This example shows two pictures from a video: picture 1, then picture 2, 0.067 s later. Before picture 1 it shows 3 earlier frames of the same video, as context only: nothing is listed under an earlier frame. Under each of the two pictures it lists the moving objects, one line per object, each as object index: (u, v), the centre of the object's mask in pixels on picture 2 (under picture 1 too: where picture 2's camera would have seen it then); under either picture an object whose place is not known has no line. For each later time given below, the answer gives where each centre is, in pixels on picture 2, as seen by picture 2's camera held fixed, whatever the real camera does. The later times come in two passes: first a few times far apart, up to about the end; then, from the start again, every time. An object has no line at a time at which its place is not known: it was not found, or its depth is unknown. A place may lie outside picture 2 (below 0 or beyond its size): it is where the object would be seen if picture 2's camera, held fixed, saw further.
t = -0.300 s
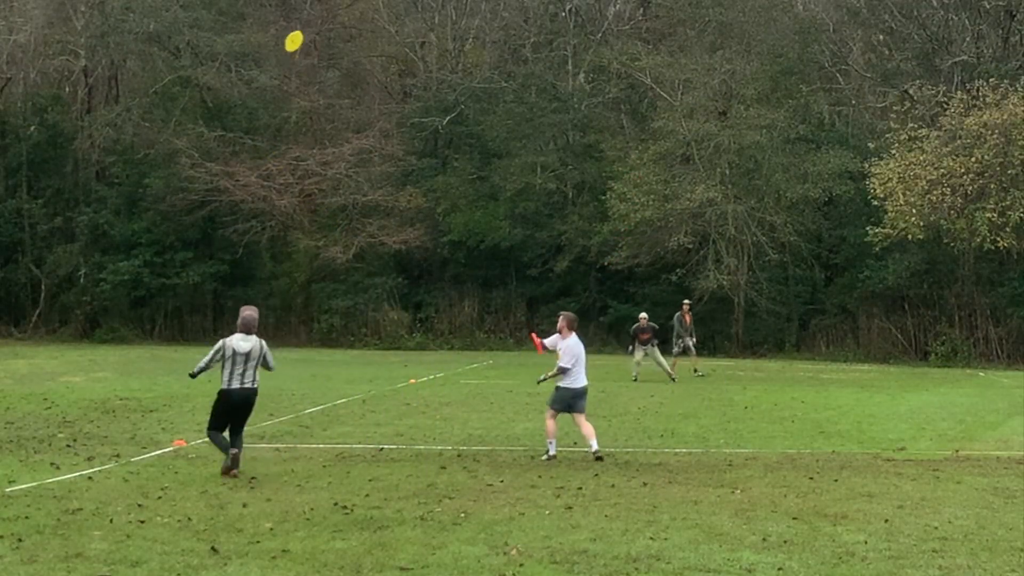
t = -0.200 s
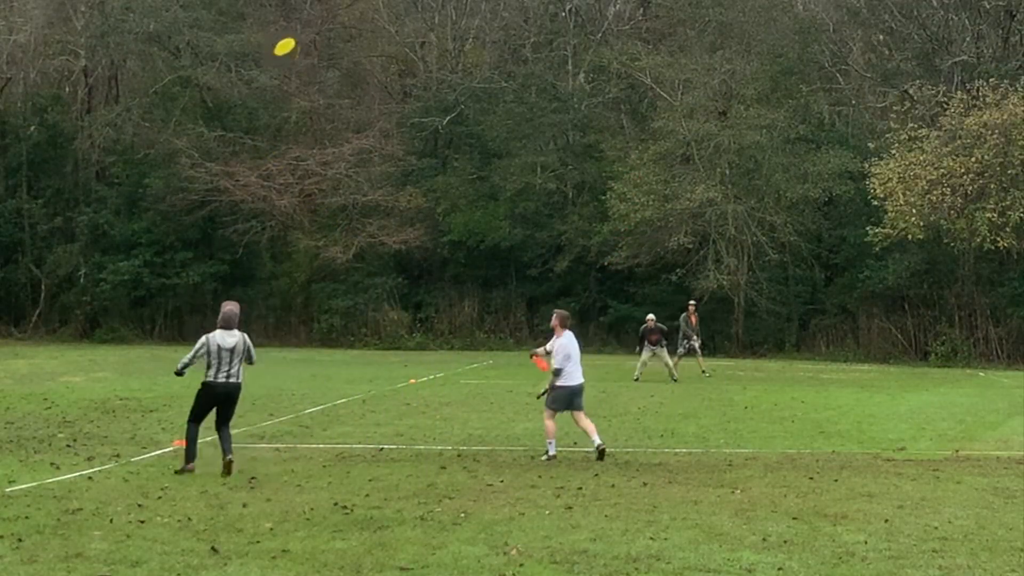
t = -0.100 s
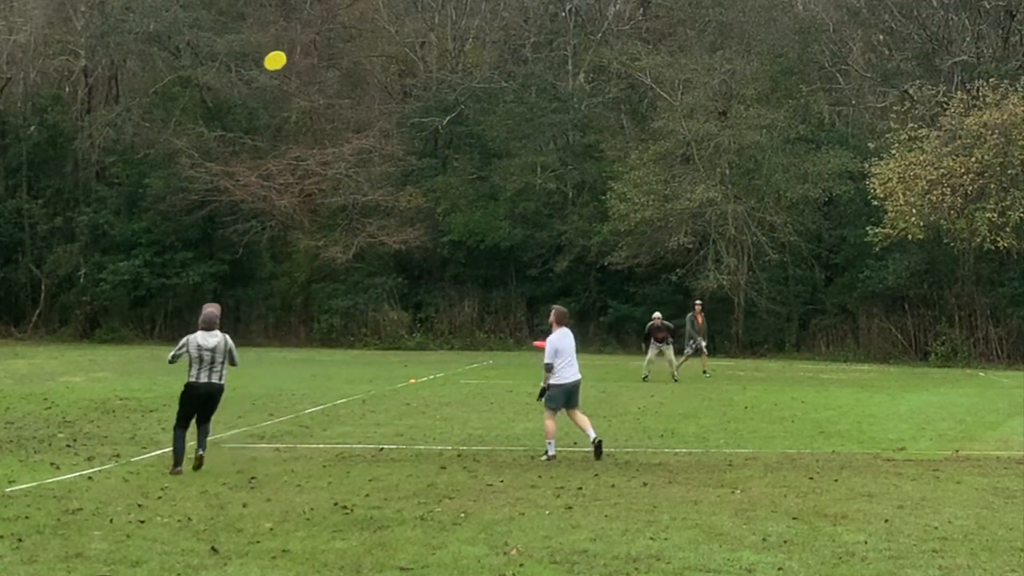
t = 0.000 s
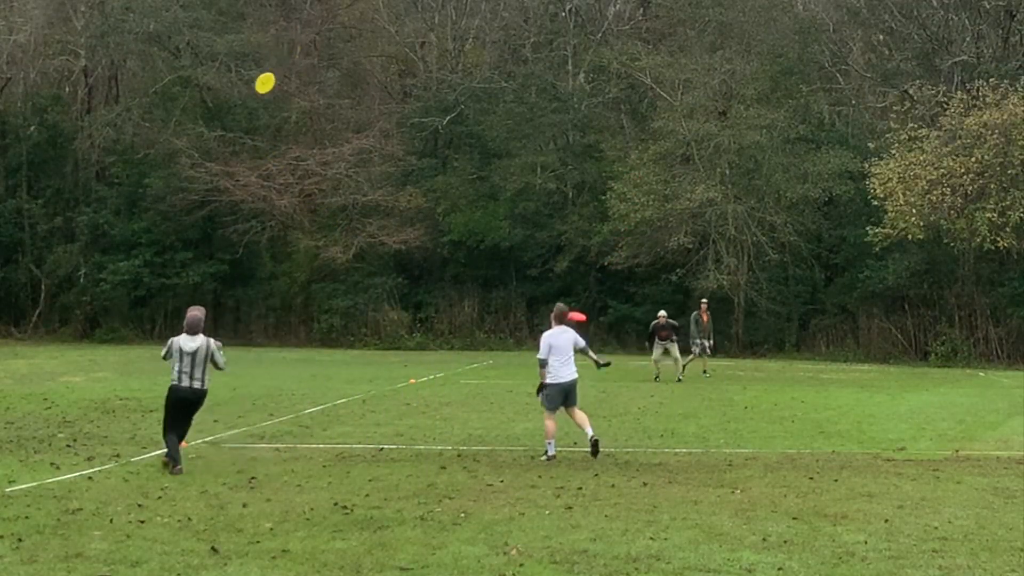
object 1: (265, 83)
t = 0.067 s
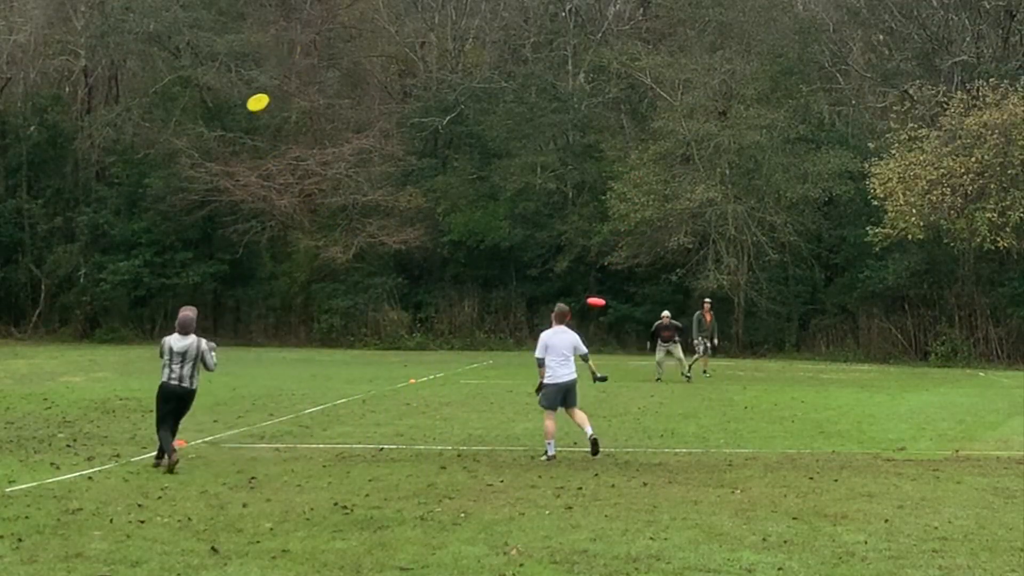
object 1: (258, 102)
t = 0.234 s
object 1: (237, 163)
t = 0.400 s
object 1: (212, 241)
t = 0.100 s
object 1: (254, 113)
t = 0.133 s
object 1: (250, 124)
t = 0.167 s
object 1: (246, 136)
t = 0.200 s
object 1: (241, 149)
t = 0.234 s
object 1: (237, 163)
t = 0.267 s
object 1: (232, 177)
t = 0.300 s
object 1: (227, 192)
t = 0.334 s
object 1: (222, 208)
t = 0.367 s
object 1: (217, 224)
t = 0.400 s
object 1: (212, 241)
